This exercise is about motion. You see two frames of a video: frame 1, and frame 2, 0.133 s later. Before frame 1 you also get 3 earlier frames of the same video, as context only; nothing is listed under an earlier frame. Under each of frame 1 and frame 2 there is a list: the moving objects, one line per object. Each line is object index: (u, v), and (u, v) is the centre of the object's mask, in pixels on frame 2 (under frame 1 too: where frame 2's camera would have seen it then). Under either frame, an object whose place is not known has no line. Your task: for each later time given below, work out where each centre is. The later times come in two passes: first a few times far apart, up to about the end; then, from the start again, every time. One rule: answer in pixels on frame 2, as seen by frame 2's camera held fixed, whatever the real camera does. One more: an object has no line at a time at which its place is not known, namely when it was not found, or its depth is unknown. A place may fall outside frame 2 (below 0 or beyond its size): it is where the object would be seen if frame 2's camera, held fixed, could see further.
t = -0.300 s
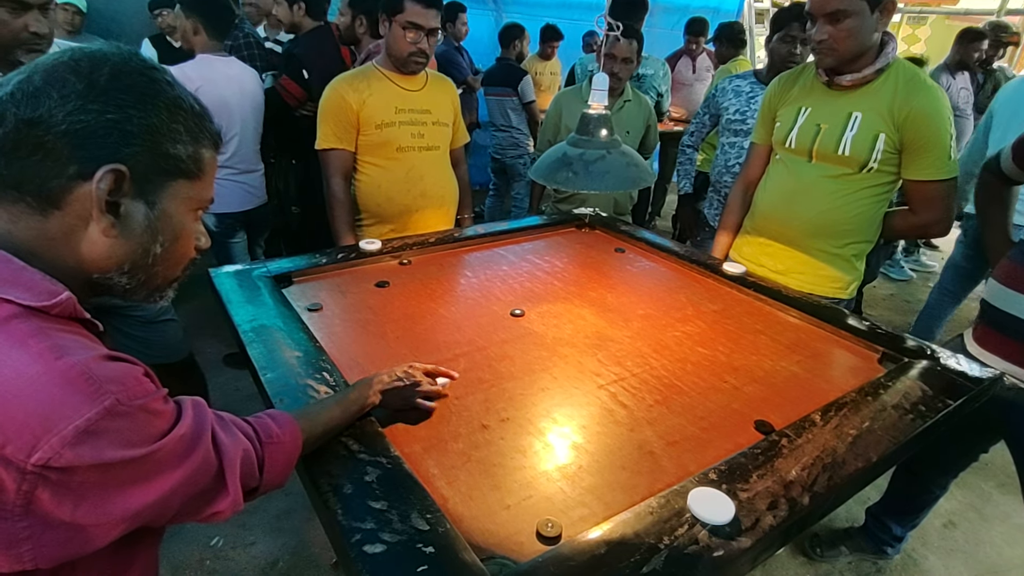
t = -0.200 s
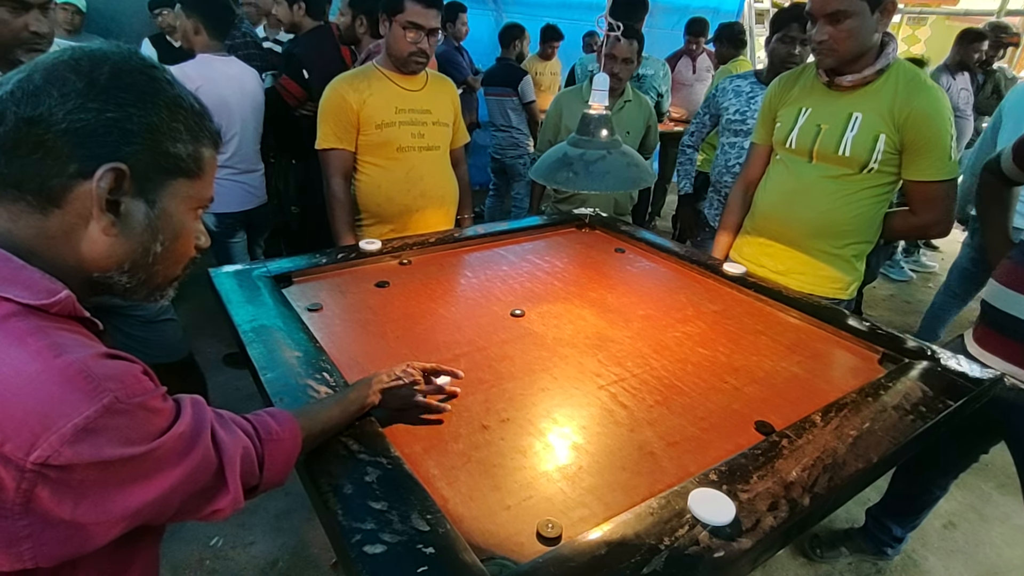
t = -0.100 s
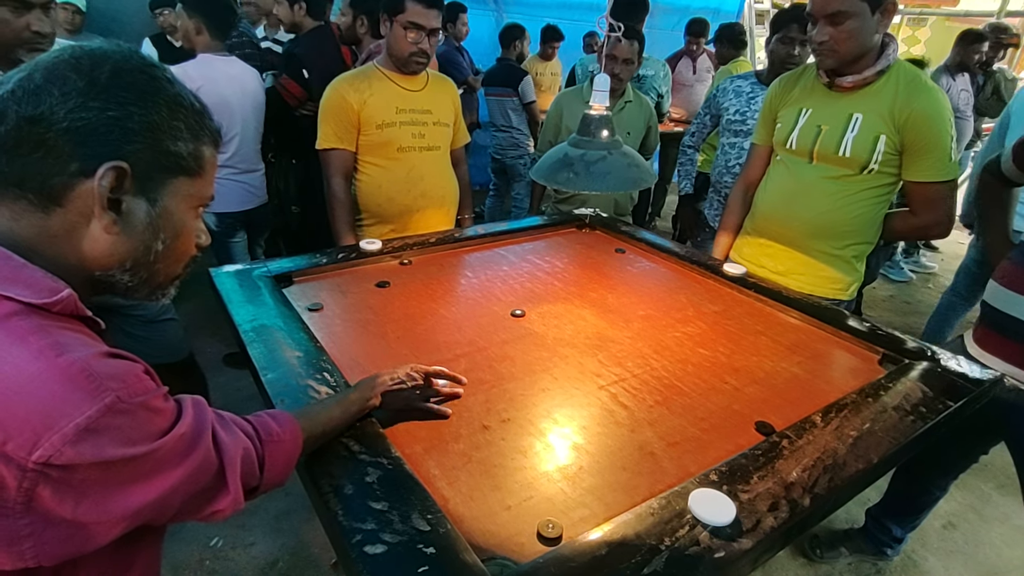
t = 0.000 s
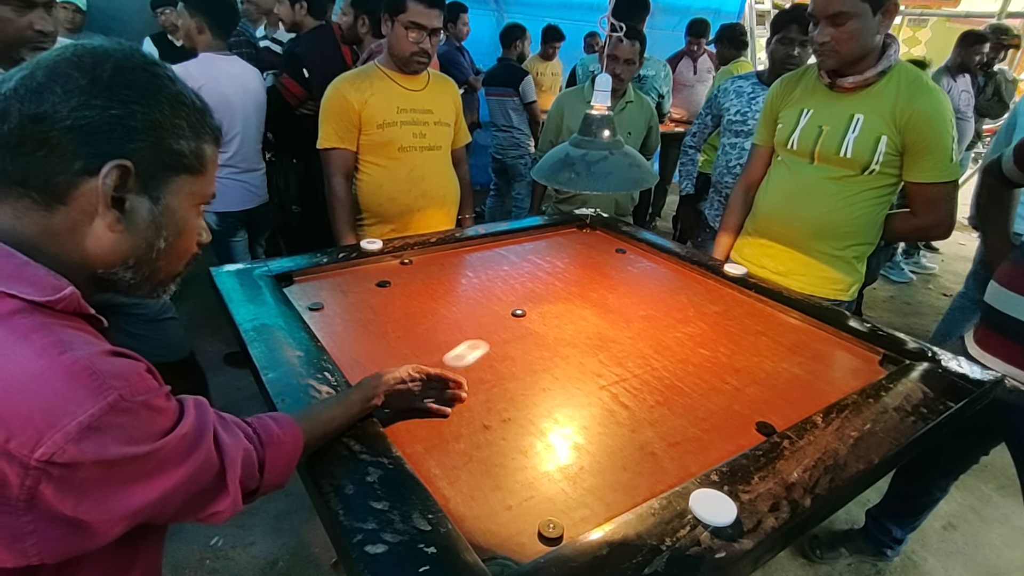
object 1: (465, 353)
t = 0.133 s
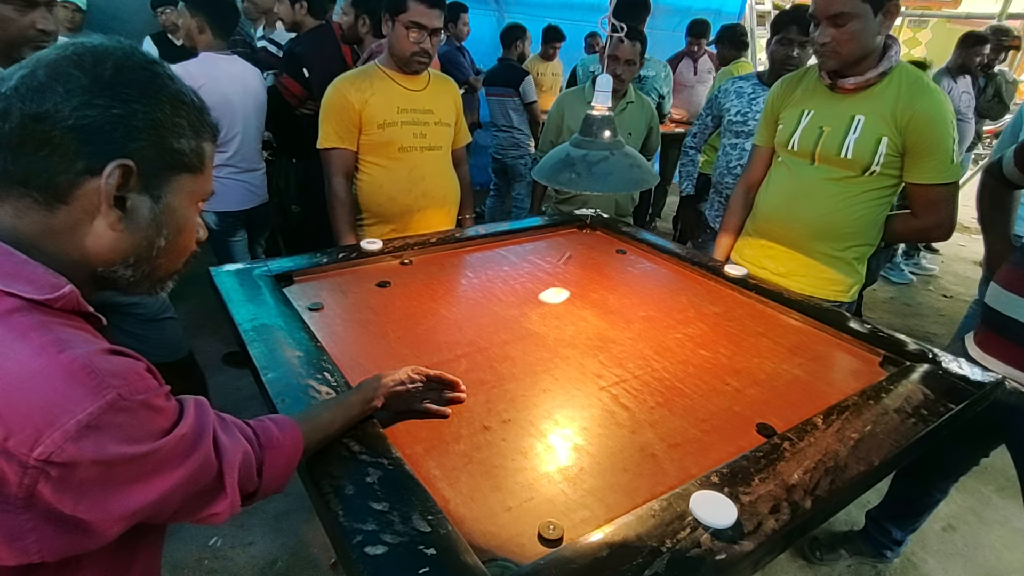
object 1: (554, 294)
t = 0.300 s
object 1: (617, 256)
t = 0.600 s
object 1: (553, 261)
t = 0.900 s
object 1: (472, 275)
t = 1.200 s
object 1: (438, 281)
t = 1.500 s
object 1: (440, 281)
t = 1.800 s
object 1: (440, 281)
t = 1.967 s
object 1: (439, 281)
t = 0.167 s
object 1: (569, 285)
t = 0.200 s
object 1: (582, 277)
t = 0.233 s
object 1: (595, 270)
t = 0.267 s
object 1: (605, 263)
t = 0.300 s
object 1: (617, 256)
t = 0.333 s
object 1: (627, 253)
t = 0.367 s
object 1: (628, 251)
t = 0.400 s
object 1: (617, 252)
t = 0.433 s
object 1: (607, 254)
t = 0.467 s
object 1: (595, 256)
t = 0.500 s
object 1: (584, 257)
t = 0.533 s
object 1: (574, 258)
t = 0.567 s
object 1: (563, 260)
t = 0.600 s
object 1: (553, 261)
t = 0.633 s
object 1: (543, 263)
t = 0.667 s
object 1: (533, 265)
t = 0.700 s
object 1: (523, 266)
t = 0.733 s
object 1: (513, 268)
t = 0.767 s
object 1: (504, 269)
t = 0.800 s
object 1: (496, 270)
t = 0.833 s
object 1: (488, 271)
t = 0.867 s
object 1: (480, 273)
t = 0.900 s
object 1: (472, 275)
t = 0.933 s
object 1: (464, 276)
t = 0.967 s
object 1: (458, 277)
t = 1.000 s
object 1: (453, 277)
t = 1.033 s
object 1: (448, 278)
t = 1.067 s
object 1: (445, 279)
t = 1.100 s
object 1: (442, 280)
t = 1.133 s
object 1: (439, 280)
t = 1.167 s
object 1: (438, 281)
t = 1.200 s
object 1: (438, 281)
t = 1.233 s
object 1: (439, 281)
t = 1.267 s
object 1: (439, 281)
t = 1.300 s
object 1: (439, 281)
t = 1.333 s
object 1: (439, 281)
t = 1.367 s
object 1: (440, 281)
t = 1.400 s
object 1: (440, 281)
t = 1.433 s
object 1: (439, 281)
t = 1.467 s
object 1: (440, 281)
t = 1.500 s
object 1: (440, 281)
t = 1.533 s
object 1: (440, 281)
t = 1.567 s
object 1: (440, 281)
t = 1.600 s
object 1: (440, 281)
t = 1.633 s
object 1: (440, 281)
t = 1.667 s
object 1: (440, 281)
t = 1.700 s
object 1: (440, 281)
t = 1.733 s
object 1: (440, 281)
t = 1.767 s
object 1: (440, 281)
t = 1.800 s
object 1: (440, 281)
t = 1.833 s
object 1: (440, 281)
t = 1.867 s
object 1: (440, 281)
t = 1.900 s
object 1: (439, 281)
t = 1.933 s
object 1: (439, 281)
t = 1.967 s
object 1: (439, 281)
